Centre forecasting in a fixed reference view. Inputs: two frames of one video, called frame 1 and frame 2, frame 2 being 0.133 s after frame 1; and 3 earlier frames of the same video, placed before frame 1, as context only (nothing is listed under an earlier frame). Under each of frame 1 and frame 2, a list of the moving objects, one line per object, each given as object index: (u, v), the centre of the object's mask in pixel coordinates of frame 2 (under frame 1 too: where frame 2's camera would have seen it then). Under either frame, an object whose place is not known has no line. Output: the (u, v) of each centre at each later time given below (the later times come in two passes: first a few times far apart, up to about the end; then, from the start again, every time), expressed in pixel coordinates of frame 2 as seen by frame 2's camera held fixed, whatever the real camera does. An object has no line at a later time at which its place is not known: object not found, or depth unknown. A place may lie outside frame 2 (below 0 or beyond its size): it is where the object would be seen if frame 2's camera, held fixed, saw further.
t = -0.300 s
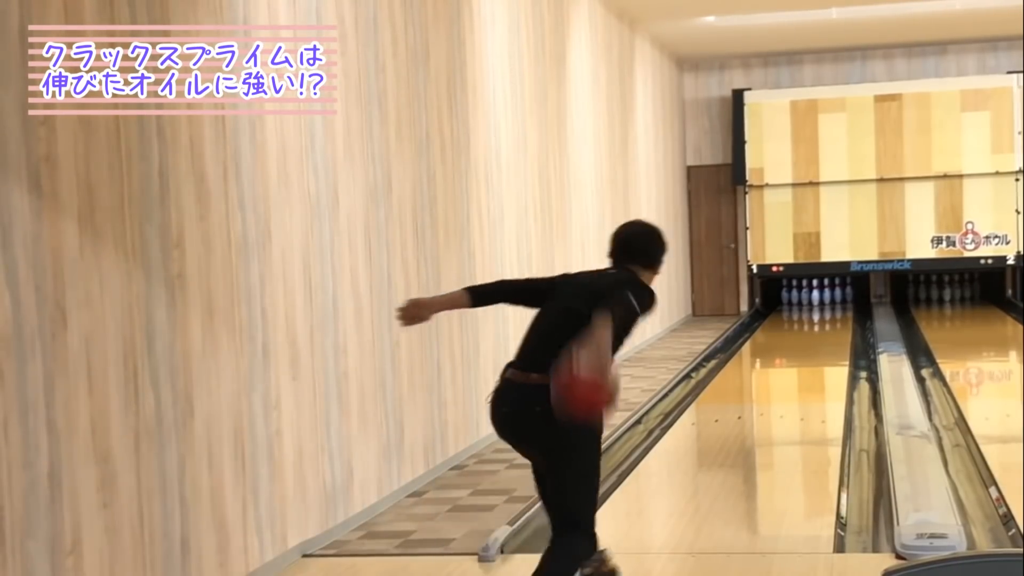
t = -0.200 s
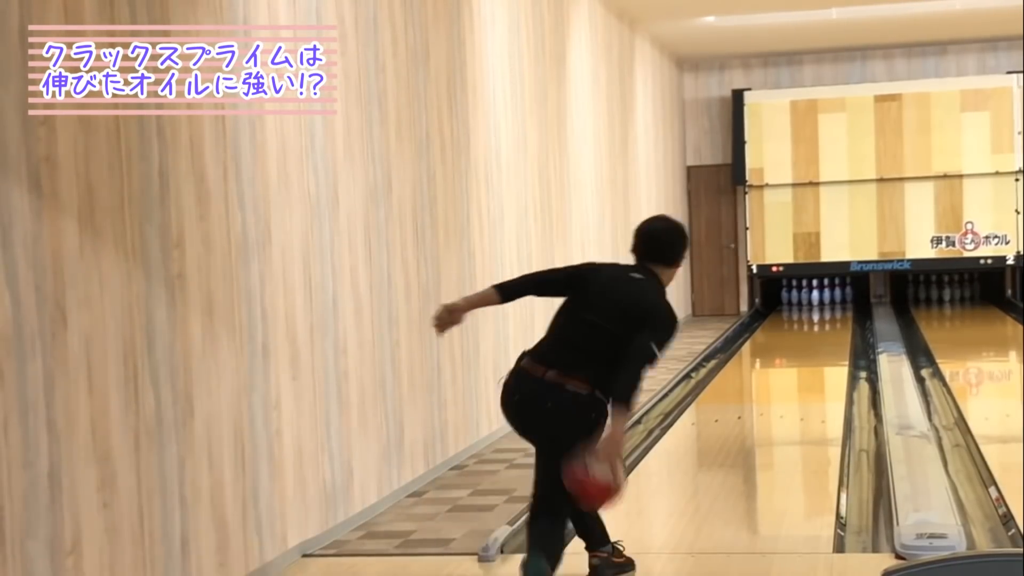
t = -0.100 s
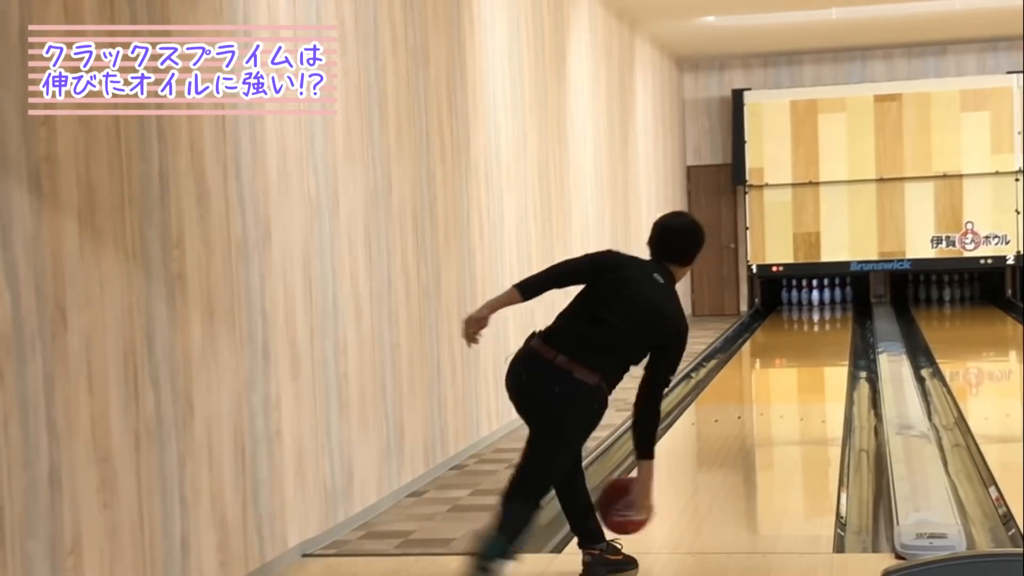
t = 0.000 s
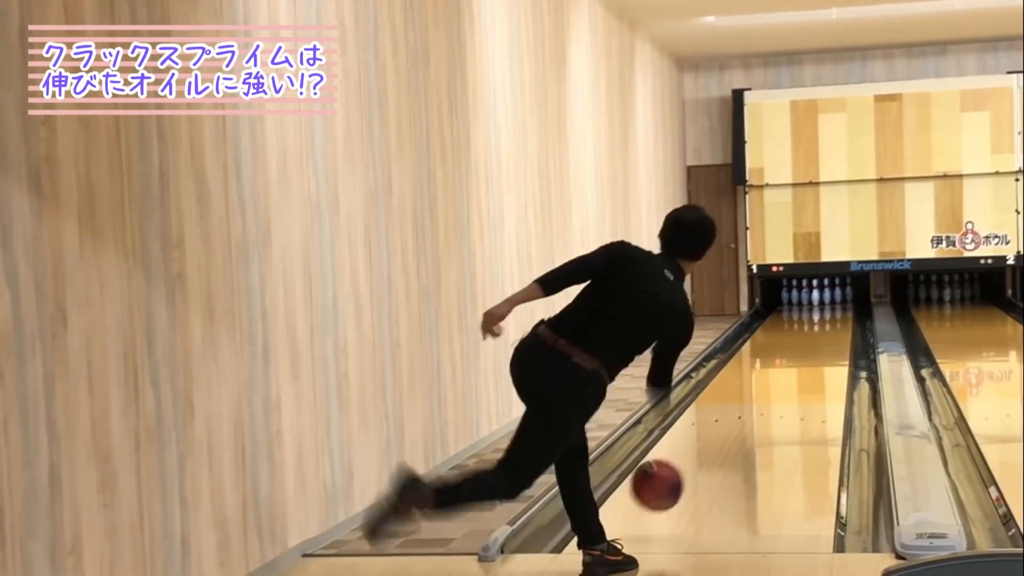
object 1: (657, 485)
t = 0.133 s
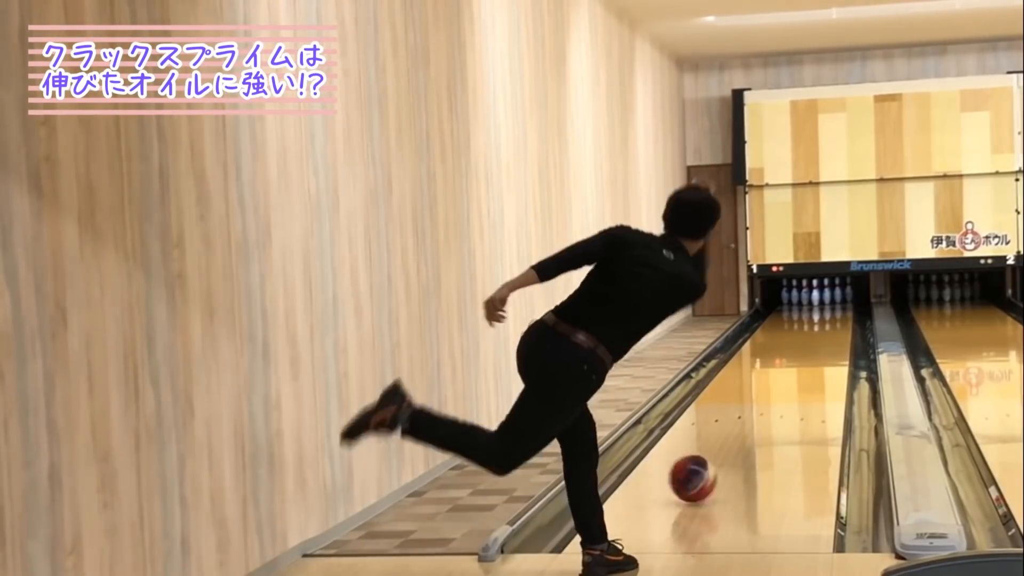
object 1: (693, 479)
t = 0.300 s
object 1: (726, 448)
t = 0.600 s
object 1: (769, 406)
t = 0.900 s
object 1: (798, 377)
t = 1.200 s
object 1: (819, 355)
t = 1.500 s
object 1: (832, 338)
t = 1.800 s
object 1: (841, 325)
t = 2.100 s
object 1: (843, 315)
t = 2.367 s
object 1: (838, 310)
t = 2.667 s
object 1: (829, 302)
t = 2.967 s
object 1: (826, 298)
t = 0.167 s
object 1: (700, 473)
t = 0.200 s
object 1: (707, 464)
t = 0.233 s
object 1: (713, 460)
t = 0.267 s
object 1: (720, 455)
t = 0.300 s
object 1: (726, 448)
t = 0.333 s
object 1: (732, 443)
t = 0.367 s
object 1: (738, 438)
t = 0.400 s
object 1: (743, 433)
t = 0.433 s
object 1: (748, 428)
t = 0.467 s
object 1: (752, 423)
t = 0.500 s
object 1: (757, 419)
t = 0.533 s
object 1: (761, 414)
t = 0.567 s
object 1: (766, 410)
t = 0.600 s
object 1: (769, 406)
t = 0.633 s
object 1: (773, 402)
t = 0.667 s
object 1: (777, 399)
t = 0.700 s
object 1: (780, 395)
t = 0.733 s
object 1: (784, 391)
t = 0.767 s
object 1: (787, 388)
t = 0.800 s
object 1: (790, 385)
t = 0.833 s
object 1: (792, 383)
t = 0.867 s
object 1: (796, 379)
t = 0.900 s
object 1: (798, 377)
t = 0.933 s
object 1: (801, 373)
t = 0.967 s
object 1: (804, 371)
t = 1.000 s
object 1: (806, 369)
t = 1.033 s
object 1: (809, 365)
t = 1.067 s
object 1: (810, 364)
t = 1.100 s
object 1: (813, 361)
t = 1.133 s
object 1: (815, 359)
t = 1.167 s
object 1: (817, 357)
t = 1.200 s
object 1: (819, 355)
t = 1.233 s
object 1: (821, 351)
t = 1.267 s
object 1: (822, 351)
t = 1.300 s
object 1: (824, 348)
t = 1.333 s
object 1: (825, 346)
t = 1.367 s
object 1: (828, 346)
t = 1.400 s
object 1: (829, 343)
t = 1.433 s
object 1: (830, 341)
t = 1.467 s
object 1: (831, 340)
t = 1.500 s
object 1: (832, 338)
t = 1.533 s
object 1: (834, 337)
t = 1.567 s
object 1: (834, 335)
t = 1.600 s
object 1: (835, 333)
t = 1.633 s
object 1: (836, 333)
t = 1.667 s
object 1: (837, 330)
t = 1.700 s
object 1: (837, 329)
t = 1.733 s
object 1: (838, 328)
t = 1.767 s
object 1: (840, 326)
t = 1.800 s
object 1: (841, 325)
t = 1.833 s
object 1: (840, 325)
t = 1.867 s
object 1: (841, 323)
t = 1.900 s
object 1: (841, 322)
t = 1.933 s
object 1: (842, 322)
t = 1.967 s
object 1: (842, 320)
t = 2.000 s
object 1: (841, 320)
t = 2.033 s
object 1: (842, 318)
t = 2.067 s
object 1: (842, 316)
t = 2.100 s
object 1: (843, 315)
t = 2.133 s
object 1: (843, 314)
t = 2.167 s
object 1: (841, 315)
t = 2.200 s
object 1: (841, 313)
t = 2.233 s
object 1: (841, 313)
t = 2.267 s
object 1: (842, 312)
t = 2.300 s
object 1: (839, 311)
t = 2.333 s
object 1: (837, 309)
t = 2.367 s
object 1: (838, 310)
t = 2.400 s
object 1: (838, 308)
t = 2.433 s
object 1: (837, 308)
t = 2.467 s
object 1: (834, 307)
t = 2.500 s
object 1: (835, 307)
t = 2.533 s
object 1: (834, 306)
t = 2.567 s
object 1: (832, 305)
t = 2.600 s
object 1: (830, 304)
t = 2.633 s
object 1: (830, 304)
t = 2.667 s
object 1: (829, 302)
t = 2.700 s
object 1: (828, 302)
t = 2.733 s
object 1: (827, 302)
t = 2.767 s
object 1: (828, 302)
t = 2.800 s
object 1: (827, 300)
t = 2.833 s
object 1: (826, 299)
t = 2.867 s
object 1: (824, 299)
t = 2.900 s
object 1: (823, 300)
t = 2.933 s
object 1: (821, 298)
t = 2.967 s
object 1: (826, 298)
